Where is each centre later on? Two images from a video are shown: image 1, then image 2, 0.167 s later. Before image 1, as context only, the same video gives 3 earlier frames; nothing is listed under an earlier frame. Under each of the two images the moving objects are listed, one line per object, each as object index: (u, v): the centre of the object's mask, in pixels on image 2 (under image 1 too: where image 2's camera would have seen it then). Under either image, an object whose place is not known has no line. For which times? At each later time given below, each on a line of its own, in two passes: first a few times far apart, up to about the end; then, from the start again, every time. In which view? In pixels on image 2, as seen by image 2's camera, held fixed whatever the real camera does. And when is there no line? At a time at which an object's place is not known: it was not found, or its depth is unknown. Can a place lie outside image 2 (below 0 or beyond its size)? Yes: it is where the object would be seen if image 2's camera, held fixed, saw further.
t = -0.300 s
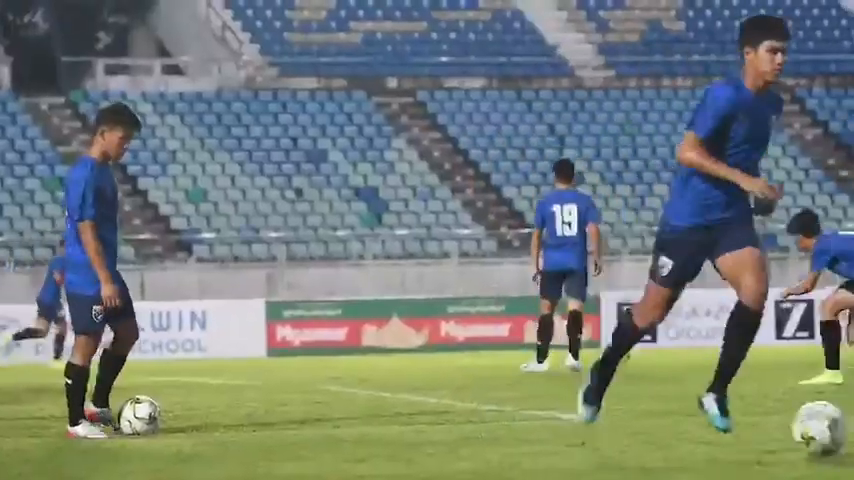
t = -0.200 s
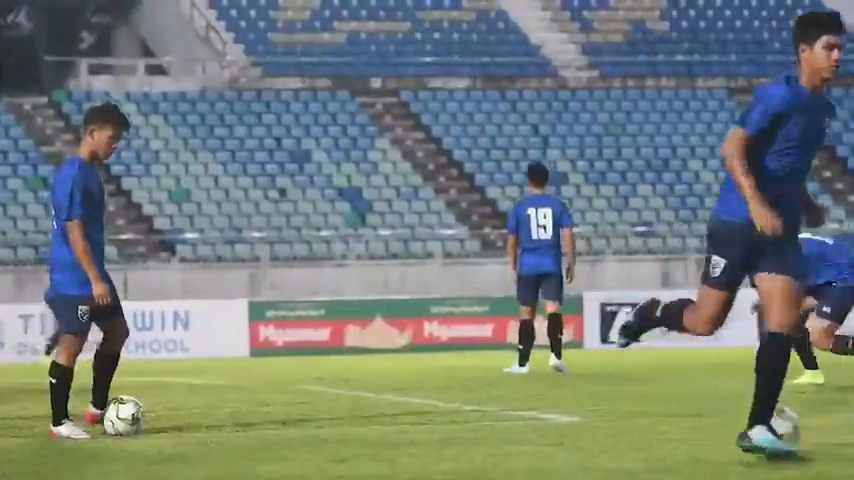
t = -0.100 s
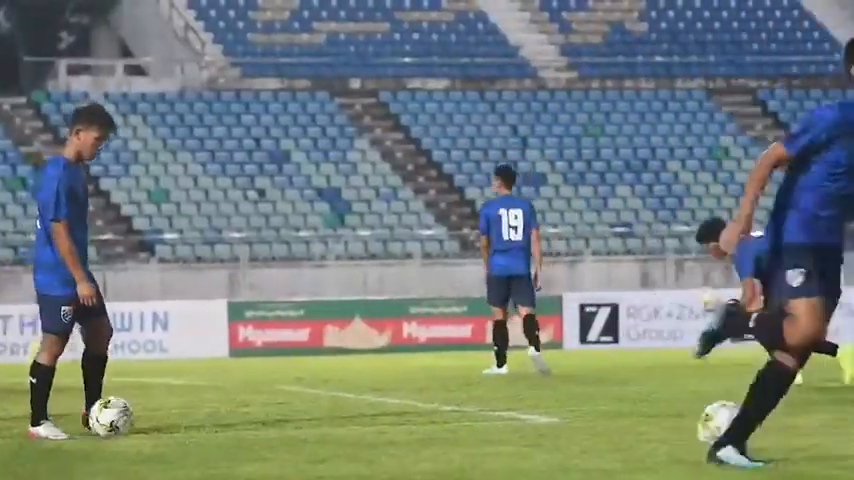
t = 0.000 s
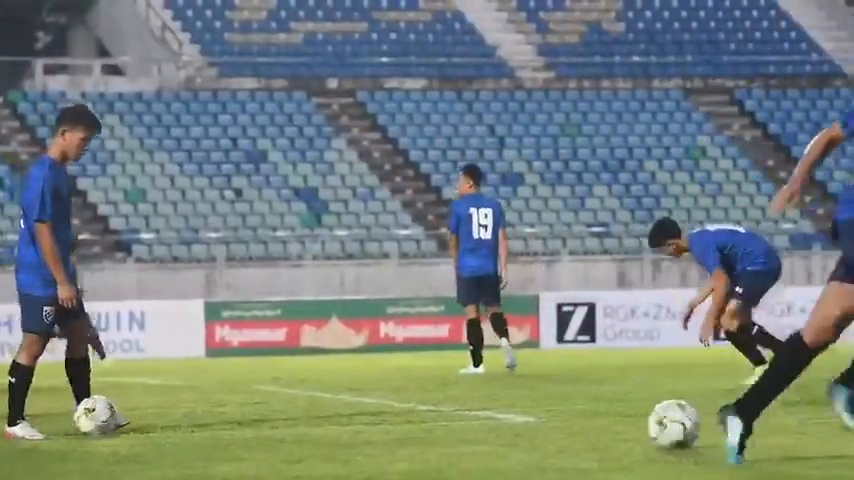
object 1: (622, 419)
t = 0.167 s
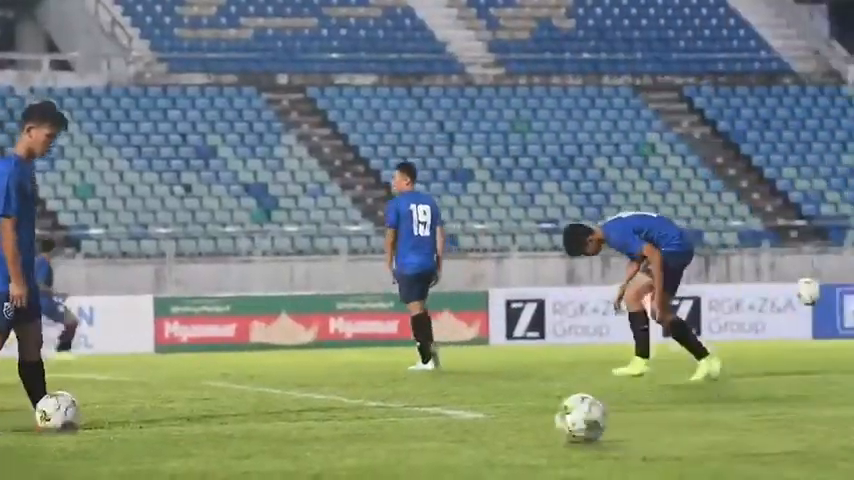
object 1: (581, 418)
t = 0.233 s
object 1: (565, 418)
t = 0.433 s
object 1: (521, 417)
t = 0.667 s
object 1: (476, 416)
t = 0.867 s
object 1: (441, 414)
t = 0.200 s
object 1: (573, 419)
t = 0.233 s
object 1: (565, 418)
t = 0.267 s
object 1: (557, 420)
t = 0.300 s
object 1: (550, 420)
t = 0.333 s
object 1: (542, 419)
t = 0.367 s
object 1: (535, 420)
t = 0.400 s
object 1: (528, 419)
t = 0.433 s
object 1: (521, 417)
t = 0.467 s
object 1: (514, 417)
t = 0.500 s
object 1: (508, 417)
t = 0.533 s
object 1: (501, 417)
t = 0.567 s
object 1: (495, 417)
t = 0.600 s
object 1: (489, 416)
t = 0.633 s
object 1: (482, 416)
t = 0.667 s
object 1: (476, 416)
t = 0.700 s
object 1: (471, 415)
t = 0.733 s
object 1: (465, 415)
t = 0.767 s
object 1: (459, 416)
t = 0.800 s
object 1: (453, 415)
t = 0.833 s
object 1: (447, 414)
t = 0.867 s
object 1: (441, 414)
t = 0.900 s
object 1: (435, 413)
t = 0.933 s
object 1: (431, 413)
